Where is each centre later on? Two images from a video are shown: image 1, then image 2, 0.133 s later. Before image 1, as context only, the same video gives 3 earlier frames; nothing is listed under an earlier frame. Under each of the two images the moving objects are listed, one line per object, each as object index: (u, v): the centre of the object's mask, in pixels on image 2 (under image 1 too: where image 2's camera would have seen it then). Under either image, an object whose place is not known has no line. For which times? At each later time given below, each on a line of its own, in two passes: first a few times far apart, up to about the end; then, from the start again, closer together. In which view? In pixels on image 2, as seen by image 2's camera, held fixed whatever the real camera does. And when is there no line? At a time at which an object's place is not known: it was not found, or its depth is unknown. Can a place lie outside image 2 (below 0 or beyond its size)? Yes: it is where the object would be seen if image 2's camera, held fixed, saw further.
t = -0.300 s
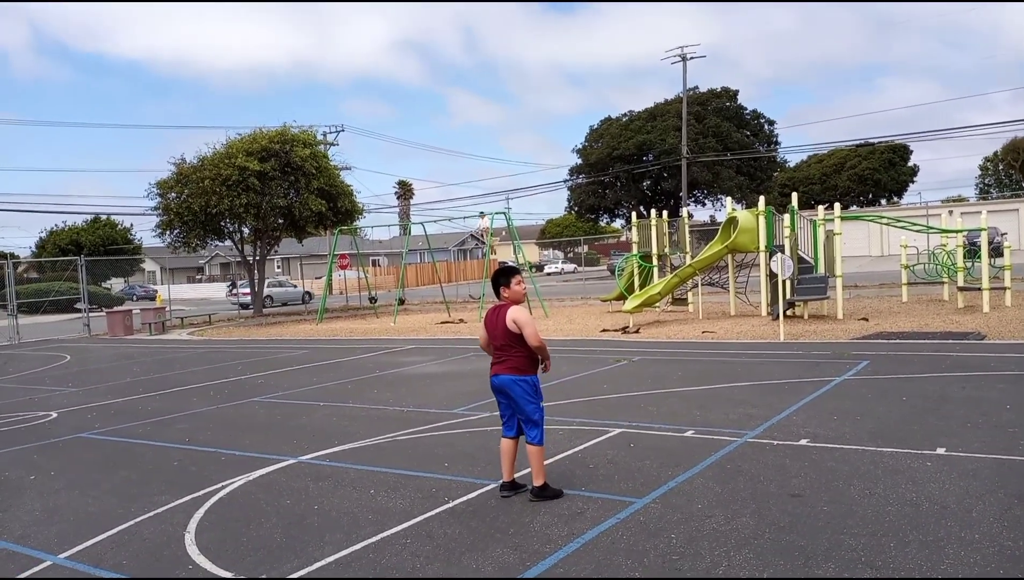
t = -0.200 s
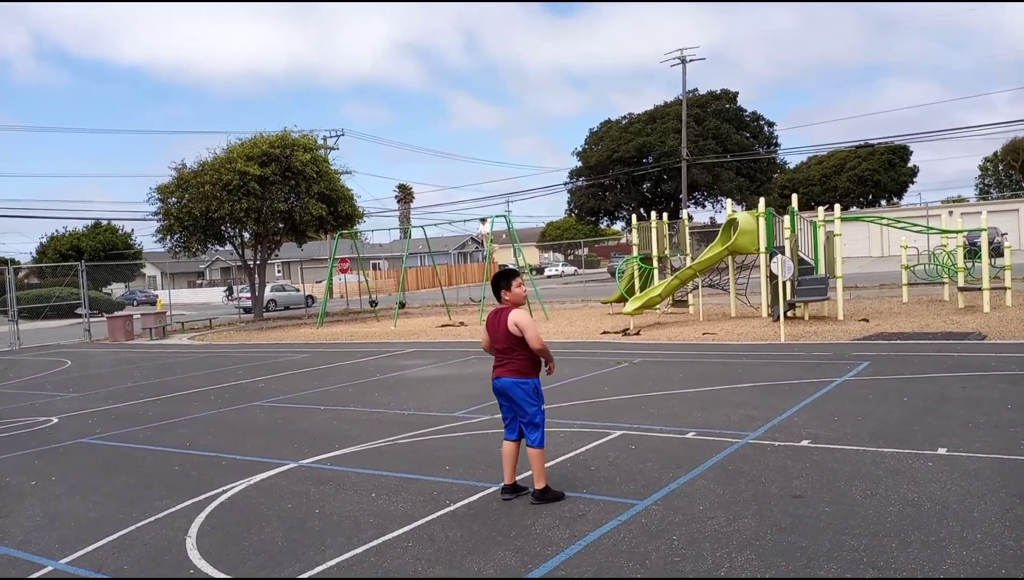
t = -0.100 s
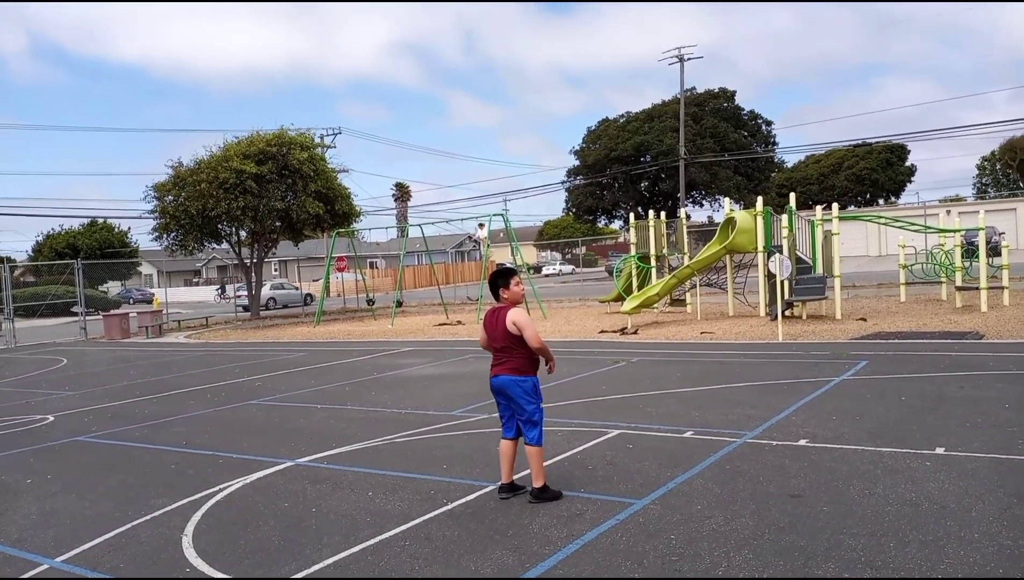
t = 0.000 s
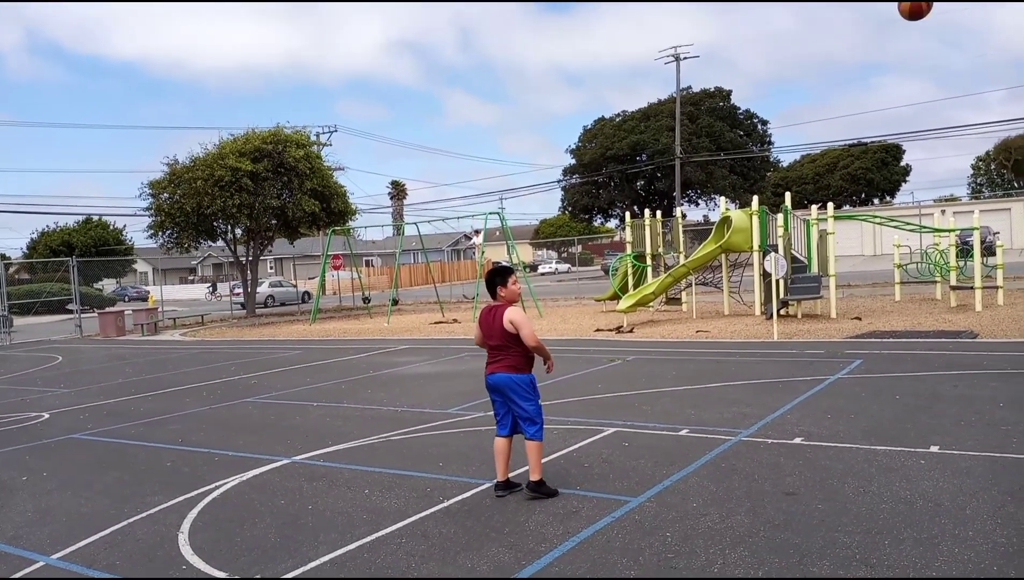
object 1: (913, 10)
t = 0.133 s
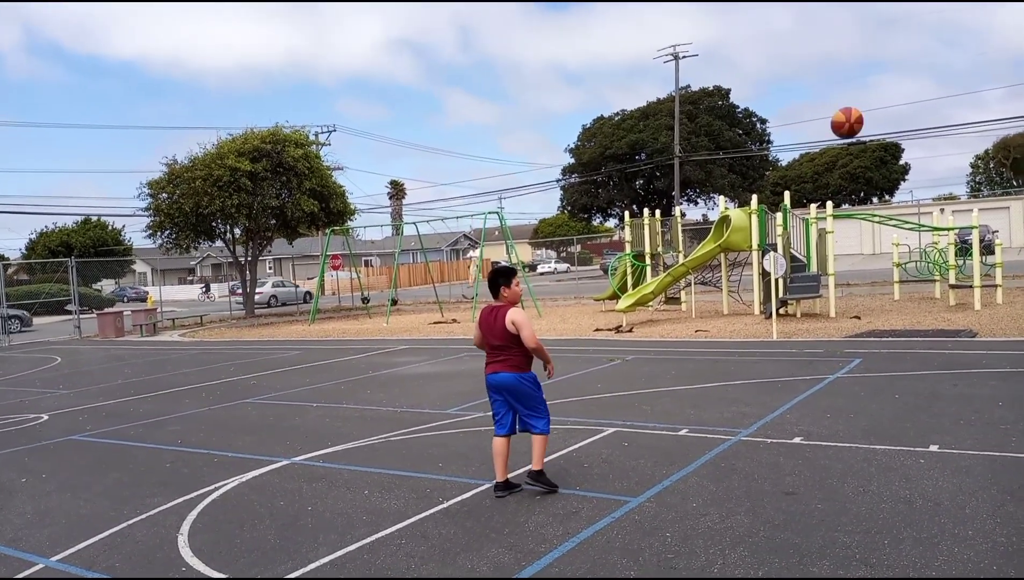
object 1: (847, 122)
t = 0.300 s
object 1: (777, 294)
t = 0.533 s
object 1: (692, 375)
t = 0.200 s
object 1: (816, 190)
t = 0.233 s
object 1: (803, 224)
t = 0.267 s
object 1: (790, 259)
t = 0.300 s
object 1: (777, 294)
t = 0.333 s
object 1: (764, 331)
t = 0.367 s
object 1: (753, 368)
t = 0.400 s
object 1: (743, 405)
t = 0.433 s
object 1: (732, 443)
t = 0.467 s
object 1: (719, 431)
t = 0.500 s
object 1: (705, 402)
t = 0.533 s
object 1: (692, 375)
